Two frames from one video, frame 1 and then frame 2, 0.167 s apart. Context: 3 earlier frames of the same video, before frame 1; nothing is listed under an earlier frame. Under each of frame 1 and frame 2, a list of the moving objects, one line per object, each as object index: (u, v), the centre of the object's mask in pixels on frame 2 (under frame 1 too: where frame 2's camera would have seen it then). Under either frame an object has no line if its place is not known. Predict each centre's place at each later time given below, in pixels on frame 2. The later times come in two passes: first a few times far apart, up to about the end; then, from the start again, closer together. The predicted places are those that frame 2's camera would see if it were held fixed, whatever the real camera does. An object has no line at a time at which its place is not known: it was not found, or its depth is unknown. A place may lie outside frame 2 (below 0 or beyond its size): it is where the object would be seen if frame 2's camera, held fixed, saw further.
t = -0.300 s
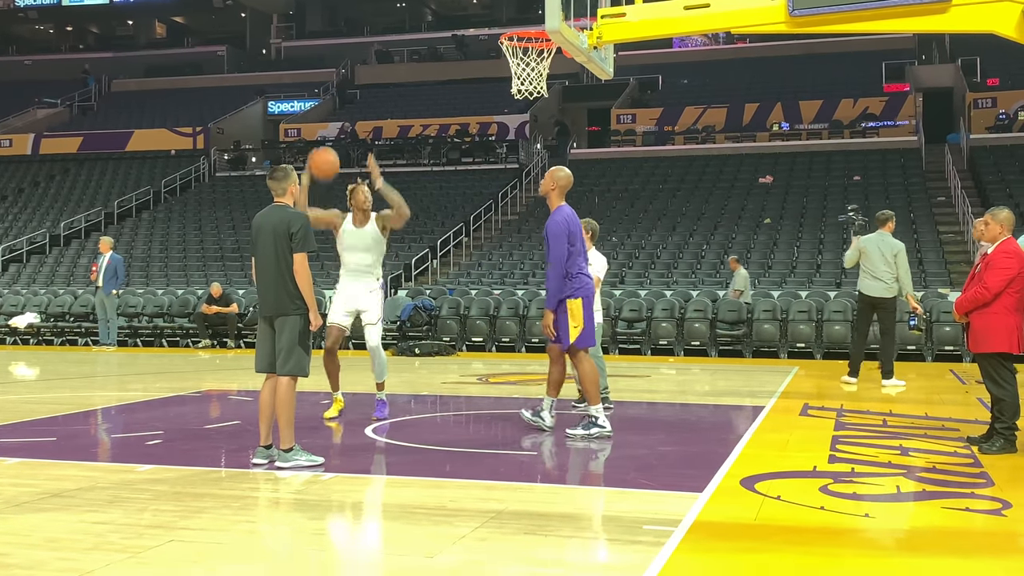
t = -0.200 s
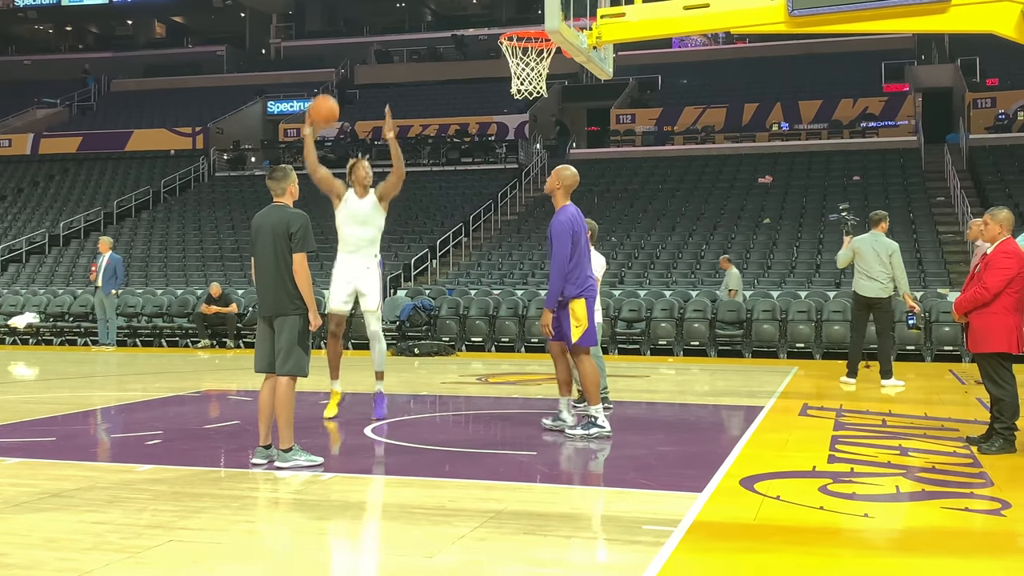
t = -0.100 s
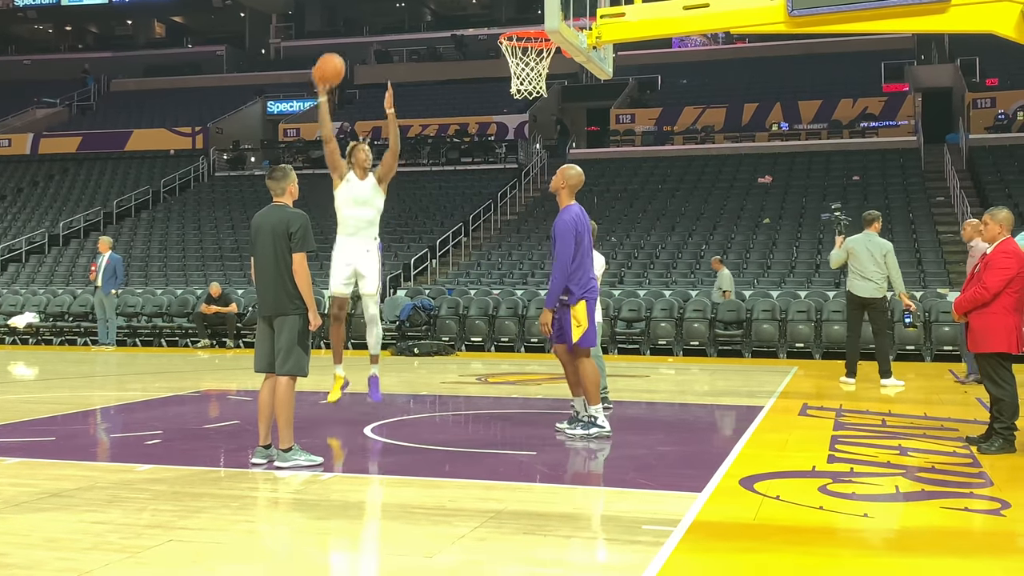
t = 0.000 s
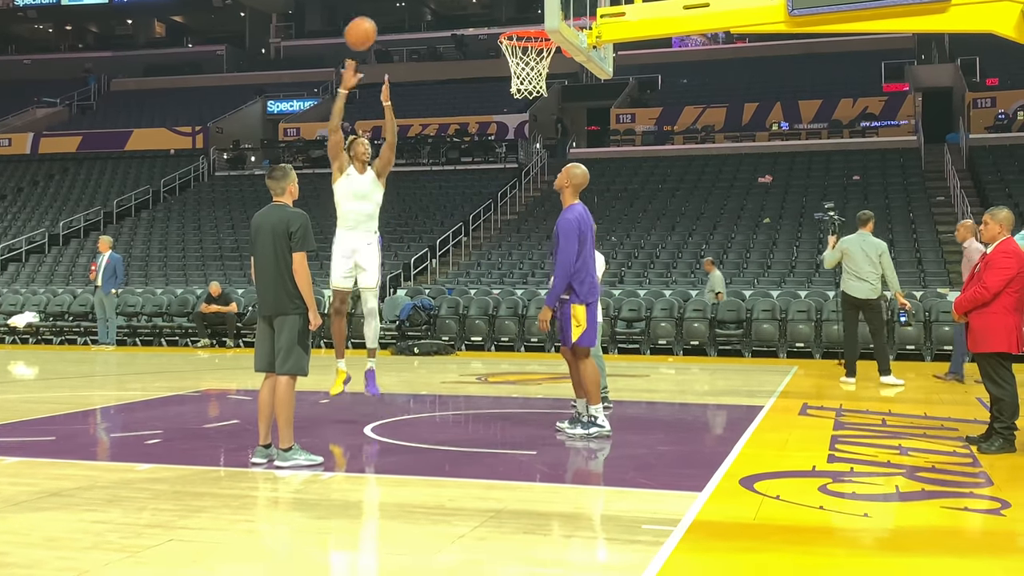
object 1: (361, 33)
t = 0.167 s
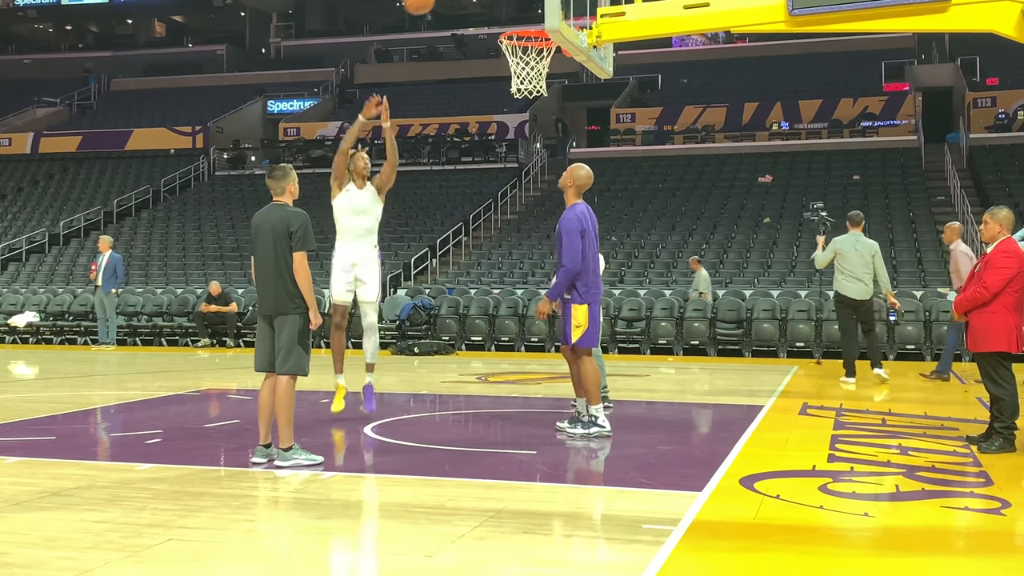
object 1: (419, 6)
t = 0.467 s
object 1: (526, 16)
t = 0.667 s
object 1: (506, 77)
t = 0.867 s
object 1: (484, 123)
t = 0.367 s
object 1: (490, 7)
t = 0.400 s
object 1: (503, 10)
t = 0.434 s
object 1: (514, 14)
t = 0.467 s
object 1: (526, 16)
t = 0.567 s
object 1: (532, 46)
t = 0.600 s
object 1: (522, 59)
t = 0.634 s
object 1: (511, 73)
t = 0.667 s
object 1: (506, 77)
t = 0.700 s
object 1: (503, 82)
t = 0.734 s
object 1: (500, 86)
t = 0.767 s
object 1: (496, 93)
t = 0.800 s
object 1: (492, 102)
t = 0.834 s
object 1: (488, 112)
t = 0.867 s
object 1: (484, 123)
